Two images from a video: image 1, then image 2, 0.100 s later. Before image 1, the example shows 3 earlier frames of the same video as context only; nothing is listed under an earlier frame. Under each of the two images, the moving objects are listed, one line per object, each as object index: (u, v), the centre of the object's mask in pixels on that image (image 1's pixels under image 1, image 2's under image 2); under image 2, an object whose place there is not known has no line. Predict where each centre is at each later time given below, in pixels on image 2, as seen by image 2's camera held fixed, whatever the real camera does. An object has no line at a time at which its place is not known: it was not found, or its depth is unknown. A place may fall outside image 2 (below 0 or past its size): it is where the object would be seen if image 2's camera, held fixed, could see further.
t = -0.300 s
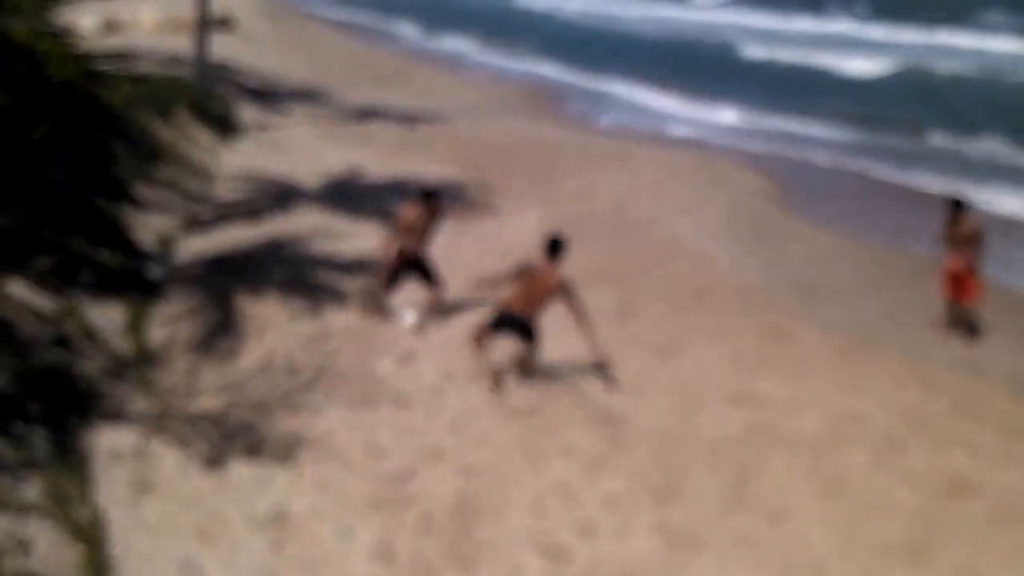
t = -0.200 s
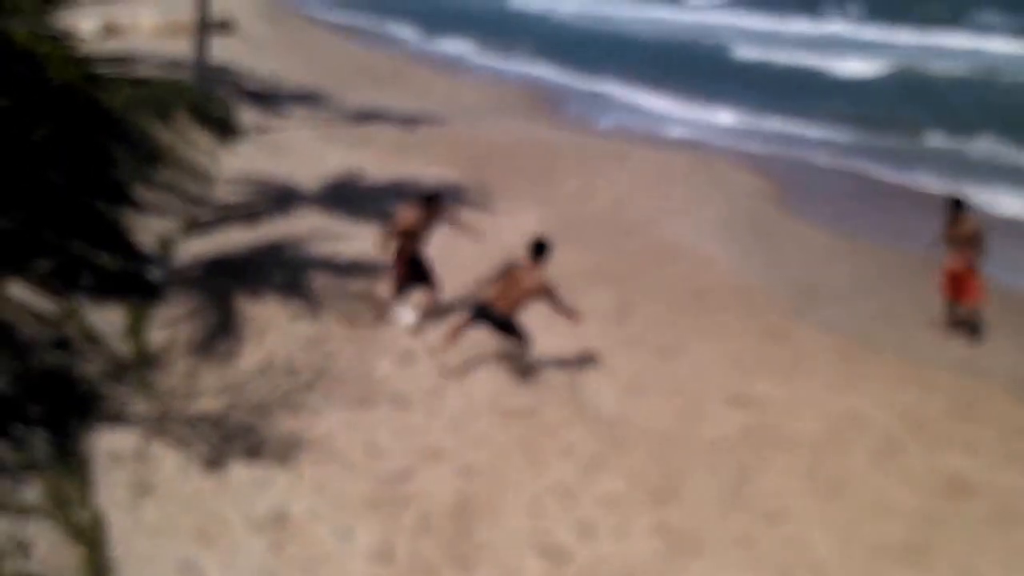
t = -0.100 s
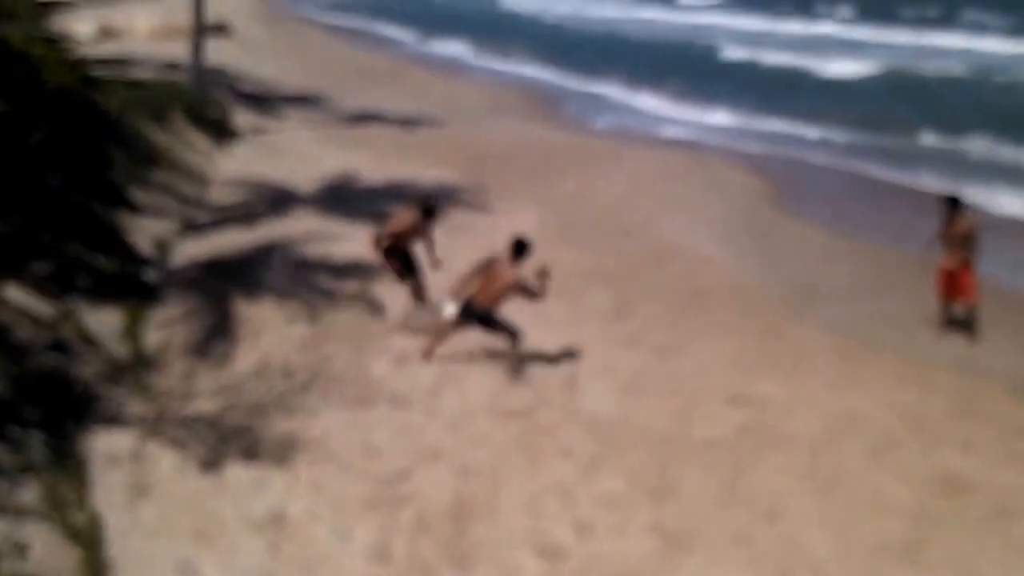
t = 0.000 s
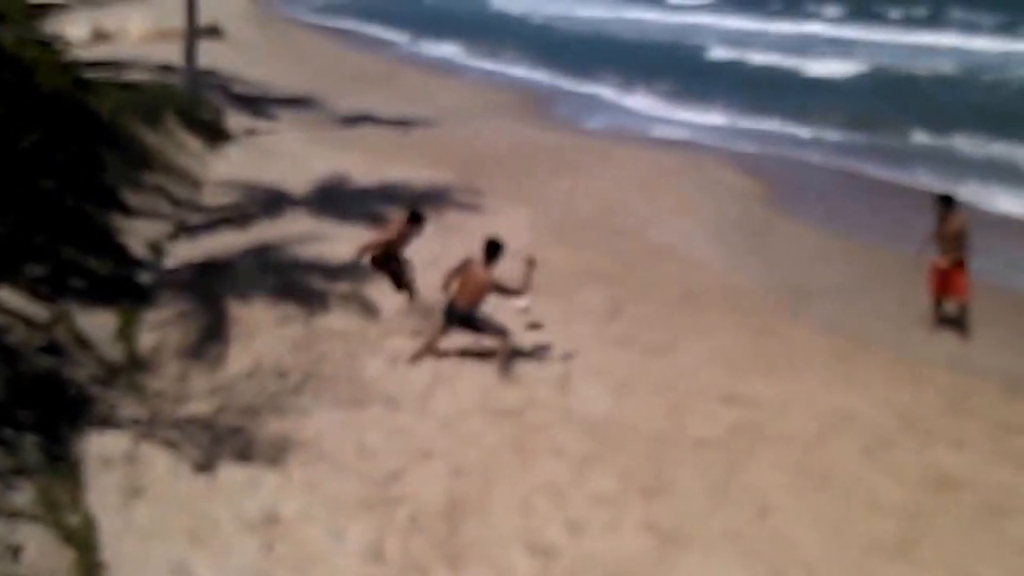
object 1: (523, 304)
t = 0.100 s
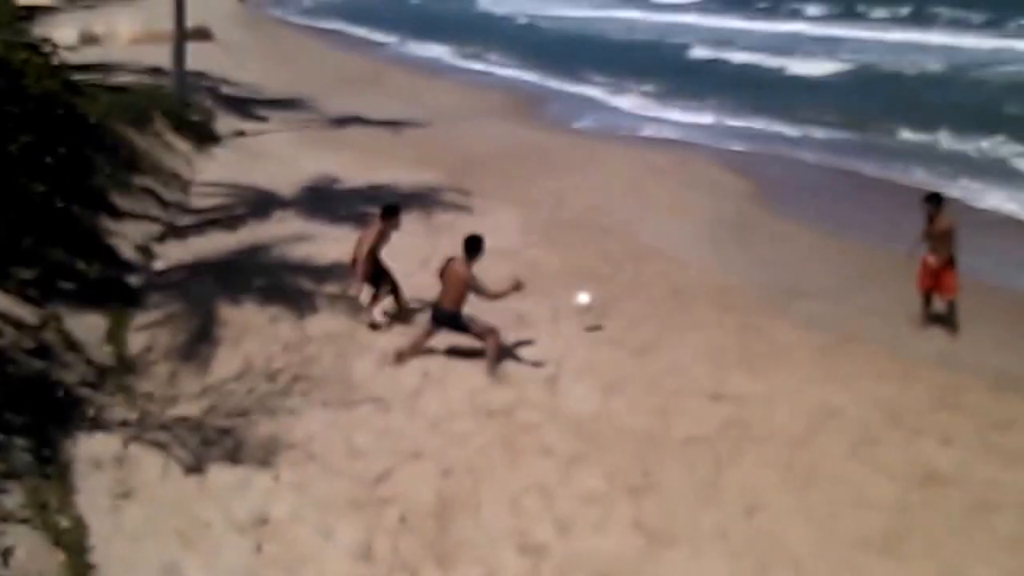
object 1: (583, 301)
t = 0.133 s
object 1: (607, 302)
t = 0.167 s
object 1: (633, 304)
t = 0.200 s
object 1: (657, 308)
